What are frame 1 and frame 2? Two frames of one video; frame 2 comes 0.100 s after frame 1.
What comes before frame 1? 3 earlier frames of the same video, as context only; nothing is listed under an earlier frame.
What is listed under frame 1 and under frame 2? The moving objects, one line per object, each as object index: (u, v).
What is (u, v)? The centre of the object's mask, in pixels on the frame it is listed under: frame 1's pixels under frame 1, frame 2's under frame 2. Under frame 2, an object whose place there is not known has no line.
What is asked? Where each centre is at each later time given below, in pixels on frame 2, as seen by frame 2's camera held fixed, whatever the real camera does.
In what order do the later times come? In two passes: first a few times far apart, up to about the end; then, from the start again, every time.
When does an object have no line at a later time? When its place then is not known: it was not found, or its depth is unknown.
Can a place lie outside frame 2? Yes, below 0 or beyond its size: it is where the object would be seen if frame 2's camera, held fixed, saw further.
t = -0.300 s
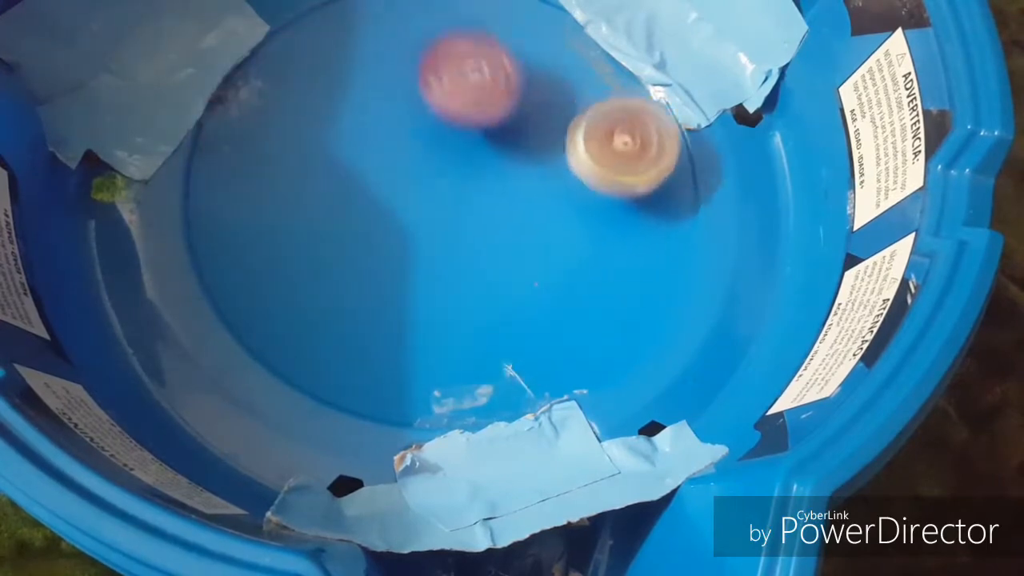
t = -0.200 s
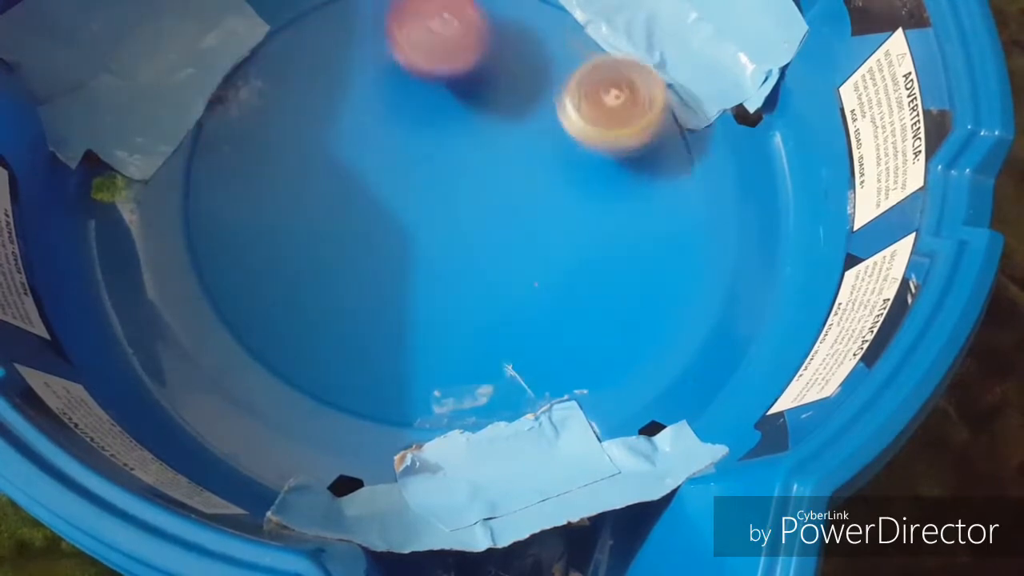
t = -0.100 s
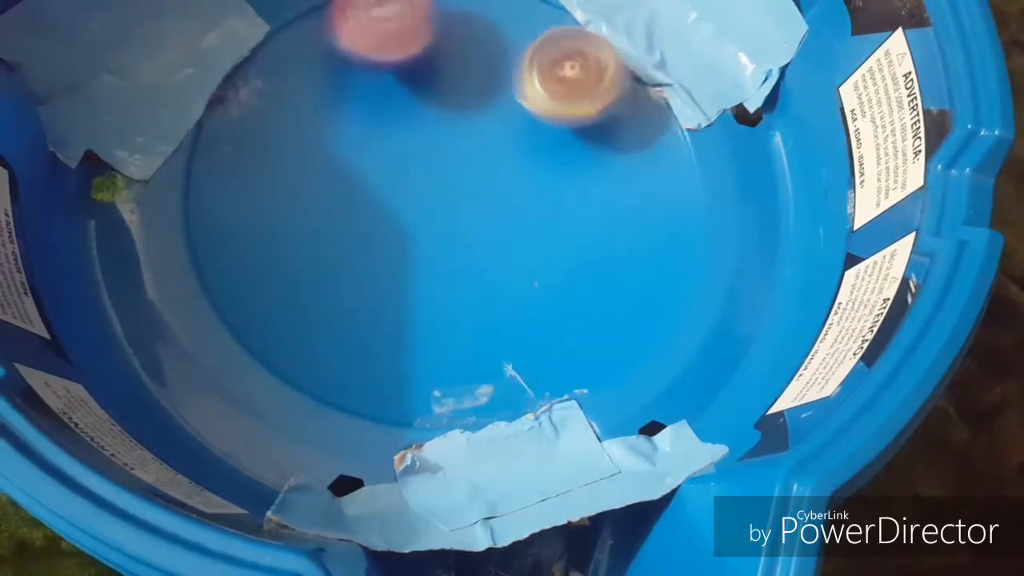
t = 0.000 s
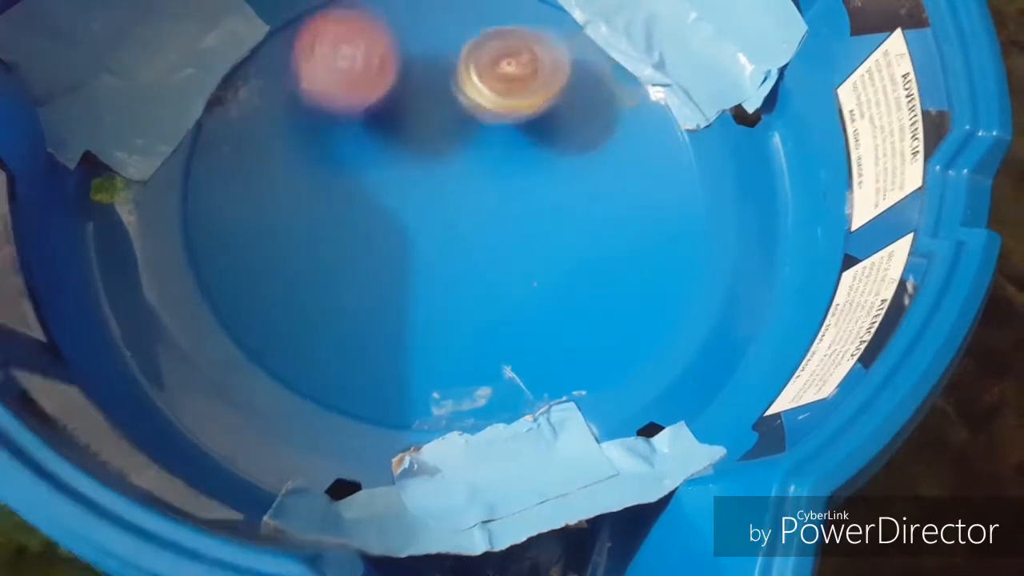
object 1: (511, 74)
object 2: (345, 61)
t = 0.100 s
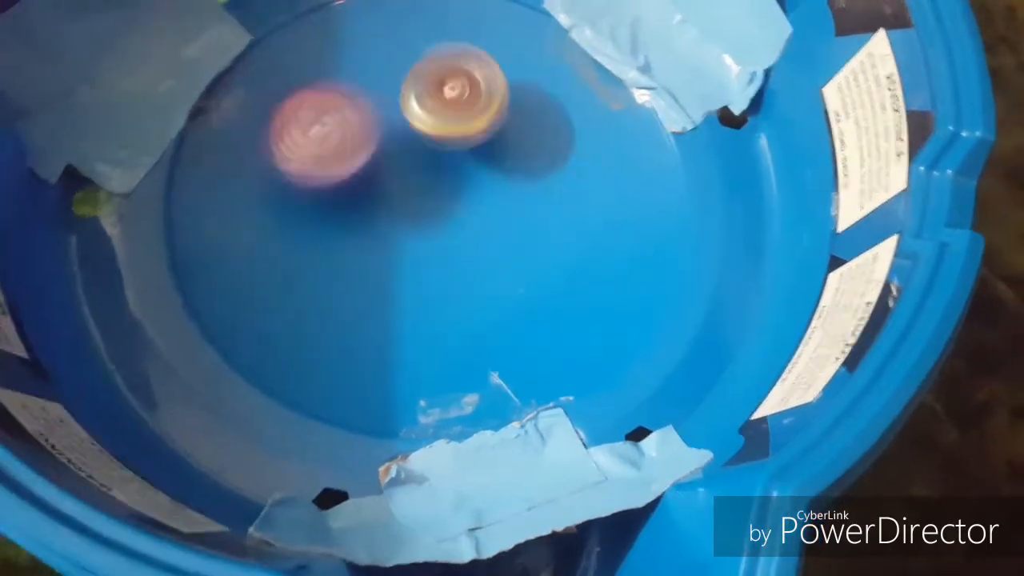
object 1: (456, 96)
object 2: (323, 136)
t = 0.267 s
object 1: (441, 158)
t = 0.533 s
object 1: (462, 228)
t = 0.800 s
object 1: (453, 192)
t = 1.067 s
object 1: (304, 133)
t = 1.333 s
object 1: (204, 132)
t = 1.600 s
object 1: (329, 178)
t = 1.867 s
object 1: (390, 192)
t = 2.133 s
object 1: (483, 242)
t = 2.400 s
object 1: (492, 327)
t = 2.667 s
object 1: (456, 275)
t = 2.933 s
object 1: (440, 229)
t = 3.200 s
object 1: (430, 158)
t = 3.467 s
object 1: (570, 152)
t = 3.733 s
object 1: (569, 208)
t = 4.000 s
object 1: (511, 232)
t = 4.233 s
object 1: (533, 215)
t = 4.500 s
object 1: (535, 177)
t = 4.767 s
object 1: (554, 230)
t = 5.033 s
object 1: (518, 234)
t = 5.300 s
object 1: (497, 192)
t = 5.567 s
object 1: (498, 192)
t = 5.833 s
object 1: (473, 197)
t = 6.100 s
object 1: (491, 212)
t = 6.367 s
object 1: (483, 248)
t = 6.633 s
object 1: (468, 221)
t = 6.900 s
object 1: (463, 219)
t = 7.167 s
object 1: (463, 219)
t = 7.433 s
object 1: (463, 219)
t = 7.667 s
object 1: (463, 219)
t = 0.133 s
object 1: (459, 104)
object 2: (314, 157)
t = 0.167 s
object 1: (456, 116)
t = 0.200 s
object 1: (450, 129)
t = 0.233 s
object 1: (445, 143)
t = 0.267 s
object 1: (441, 158)
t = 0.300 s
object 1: (439, 171)
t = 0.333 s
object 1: (440, 180)
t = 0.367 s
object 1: (445, 185)
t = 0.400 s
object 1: (445, 195)
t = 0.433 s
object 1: (447, 208)
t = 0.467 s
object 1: (451, 220)
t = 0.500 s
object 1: (456, 225)
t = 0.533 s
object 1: (462, 228)
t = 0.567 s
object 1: (467, 228)
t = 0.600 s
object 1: (470, 229)
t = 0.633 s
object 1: (473, 228)
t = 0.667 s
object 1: (475, 225)
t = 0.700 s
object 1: (473, 219)
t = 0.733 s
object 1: (469, 210)
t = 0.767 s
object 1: (461, 200)
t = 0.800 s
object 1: (453, 192)
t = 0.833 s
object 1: (442, 184)
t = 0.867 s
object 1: (425, 174)
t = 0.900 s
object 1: (407, 165)
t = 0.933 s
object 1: (390, 160)
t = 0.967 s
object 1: (377, 154)
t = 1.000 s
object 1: (362, 149)
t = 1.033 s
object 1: (338, 141)
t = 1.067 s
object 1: (304, 133)
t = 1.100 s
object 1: (282, 128)
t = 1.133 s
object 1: (266, 123)
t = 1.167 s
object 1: (253, 122)
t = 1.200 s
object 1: (238, 120)
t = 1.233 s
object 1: (224, 120)
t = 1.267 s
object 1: (215, 123)
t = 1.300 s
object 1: (208, 127)
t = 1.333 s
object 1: (204, 132)
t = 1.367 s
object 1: (205, 139)
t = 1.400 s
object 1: (217, 148)
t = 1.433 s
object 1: (232, 157)
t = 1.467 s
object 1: (249, 161)
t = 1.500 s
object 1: (265, 164)
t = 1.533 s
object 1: (287, 170)
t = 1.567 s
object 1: (307, 175)
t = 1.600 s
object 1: (329, 178)
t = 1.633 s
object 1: (349, 180)
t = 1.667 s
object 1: (361, 183)
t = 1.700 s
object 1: (353, 178)
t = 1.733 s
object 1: (349, 175)
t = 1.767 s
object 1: (351, 175)
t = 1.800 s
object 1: (360, 178)
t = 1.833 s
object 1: (375, 187)
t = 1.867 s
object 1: (390, 192)
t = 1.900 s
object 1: (405, 193)
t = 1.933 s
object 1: (419, 198)
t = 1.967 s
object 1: (435, 201)
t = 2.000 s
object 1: (451, 202)
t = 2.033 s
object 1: (464, 200)
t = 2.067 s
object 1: (479, 201)
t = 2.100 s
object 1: (484, 222)
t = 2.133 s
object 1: (483, 242)
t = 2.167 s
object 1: (481, 257)
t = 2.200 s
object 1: (482, 273)
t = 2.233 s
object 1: (486, 286)
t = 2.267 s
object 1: (489, 296)
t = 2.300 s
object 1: (488, 304)
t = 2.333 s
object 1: (489, 316)
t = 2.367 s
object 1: (491, 325)
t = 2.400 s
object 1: (492, 327)
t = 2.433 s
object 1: (492, 330)
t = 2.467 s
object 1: (493, 328)
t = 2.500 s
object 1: (491, 323)
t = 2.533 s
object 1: (487, 315)
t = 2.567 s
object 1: (480, 305)
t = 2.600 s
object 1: (470, 292)
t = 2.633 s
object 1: (461, 281)
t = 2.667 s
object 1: (456, 275)
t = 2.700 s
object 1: (459, 281)
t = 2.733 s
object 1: (459, 278)
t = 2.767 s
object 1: (457, 271)
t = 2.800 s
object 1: (453, 262)
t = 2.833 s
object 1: (449, 254)
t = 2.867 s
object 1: (442, 244)
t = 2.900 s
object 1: (439, 235)
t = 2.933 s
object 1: (440, 229)
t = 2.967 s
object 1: (443, 221)
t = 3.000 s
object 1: (445, 212)
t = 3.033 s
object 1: (446, 203)
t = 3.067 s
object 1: (444, 194)
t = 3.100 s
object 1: (443, 184)
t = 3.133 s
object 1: (440, 175)
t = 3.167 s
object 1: (435, 166)
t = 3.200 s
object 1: (430, 158)
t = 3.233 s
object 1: (447, 153)
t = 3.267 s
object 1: (484, 152)
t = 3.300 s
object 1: (509, 146)
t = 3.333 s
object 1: (532, 146)
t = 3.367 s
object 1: (547, 146)
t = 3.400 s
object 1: (555, 148)
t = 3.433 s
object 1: (563, 149)
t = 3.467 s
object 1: (570, 152)
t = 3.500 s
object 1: (579, 157)
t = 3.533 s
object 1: (582, 162)
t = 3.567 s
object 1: (589, 172)
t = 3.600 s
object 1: (587, 177)
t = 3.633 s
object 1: (587, 189)
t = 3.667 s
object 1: (582, 193)
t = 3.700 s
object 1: (576, 204)
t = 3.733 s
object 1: (569, 208)
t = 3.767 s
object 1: (557, 215)
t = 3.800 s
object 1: (547, 217)
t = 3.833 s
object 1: (532, 219)
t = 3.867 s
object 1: (521, 220)
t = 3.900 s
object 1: (507, 219)
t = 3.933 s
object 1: (502, 221)
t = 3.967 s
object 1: (509, 225)
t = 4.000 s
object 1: (511, 232)
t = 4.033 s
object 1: (511, 230)
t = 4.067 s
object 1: (507, 230)
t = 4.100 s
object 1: (508, 229)
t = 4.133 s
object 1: (516, 232)
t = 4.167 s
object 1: (520, 227)
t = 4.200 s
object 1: (527, 222)
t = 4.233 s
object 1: (533, 215)
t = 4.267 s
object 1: (536, 209)
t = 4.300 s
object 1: (538, 201)
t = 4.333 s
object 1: (537, 195)
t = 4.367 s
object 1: (541, 191)
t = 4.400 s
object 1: (543, 189)
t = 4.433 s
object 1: (543, 183)
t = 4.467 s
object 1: (540, 181)
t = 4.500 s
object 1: (535, 177)
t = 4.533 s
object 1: (528, 174)
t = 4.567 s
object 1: (520, 171)
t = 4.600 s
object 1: (509, 170)
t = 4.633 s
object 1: (502, 169)
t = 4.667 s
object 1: (516, 186)
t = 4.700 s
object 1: (539, 203)
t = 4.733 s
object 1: (551, 218)
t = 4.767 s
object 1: (554, 230)
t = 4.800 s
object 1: (554, 236)
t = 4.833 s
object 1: (550, 241)
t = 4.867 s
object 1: (546, 238)
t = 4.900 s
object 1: (541, 241)
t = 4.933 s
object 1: (535, 240)
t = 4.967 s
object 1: (530, 241)
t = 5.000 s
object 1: (522, 237)
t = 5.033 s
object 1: (518, 234)
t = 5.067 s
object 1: (512, 229)
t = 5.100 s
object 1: (509, 224)
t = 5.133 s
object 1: (506, 220)
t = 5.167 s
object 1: (503, 212)
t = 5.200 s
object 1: (501, 207)
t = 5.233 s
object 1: (497, 201)
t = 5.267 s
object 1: (497, 196)
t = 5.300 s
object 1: (497, 192)
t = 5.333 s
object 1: (496, 190)
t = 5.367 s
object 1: (495, 185)
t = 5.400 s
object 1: (496, 185)
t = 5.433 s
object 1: (495, 183)
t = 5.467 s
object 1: (498, 182)
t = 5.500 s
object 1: (498, 183)
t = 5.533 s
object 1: (500, 184)
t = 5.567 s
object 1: (498, 192)
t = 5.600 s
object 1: (493, 195)
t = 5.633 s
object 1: (489, 199)
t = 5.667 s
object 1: (480, 201)
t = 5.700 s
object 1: (475, 200)
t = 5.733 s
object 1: (472, 200)
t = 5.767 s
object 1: (469, 196)
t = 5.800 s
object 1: (471, 197)
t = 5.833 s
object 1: (473, 197)
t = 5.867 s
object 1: (472, 196)
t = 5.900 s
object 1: (475, 199)
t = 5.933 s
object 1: (481, 203)
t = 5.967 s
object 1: (486, 208)
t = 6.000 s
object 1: (490, 208)
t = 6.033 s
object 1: (492, 210)
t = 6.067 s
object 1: (491, 211)
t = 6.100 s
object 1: (491, 212)
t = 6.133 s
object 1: (485, 210)
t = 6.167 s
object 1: (484, 210)
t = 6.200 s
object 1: (480, 212)
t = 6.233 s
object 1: (477, 216)
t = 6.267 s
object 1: (478, 226)
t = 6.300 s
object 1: (480, 238)
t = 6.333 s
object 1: (483, 244)
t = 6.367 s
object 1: (483, 248)
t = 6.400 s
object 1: (483, 247)
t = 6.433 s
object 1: (481, 245)
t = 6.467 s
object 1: (478, 244)
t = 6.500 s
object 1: (475, 241)
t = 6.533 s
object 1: (474, 237)
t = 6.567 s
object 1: (472, 230)
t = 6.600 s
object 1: (470, 225)
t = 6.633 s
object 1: (468, 221)
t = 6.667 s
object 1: (466, 219)
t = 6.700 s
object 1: (462, 218)
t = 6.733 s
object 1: (461, 218)
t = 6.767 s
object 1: (462, 218)
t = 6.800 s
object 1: (463, 218)
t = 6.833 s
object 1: (463, 219)
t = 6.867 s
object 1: (464, 219)
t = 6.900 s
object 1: (463, 219)
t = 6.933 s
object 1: (463, 219)
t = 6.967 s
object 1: (463, 219)
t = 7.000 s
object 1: (463, 219)
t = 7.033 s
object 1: (463, 219)
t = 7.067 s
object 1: (463, 219)
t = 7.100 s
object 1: (463, 219)
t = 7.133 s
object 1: (463, 219)
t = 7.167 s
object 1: (463, 219)
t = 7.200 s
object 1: (463, 219)
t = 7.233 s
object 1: (463, 219)
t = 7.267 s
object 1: (463, 219)
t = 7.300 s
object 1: (463, 219)
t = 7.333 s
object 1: (463, 219)
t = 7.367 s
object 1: (463, 219)
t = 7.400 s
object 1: (463, 219)
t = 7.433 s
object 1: (463, 219)
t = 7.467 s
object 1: (463, 219)
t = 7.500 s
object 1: (463, 219)
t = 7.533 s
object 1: (463, 219)
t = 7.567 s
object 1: (463, 219)
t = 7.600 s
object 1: (463, 219)
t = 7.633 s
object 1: (463, 219)
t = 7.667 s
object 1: (463, 219)
